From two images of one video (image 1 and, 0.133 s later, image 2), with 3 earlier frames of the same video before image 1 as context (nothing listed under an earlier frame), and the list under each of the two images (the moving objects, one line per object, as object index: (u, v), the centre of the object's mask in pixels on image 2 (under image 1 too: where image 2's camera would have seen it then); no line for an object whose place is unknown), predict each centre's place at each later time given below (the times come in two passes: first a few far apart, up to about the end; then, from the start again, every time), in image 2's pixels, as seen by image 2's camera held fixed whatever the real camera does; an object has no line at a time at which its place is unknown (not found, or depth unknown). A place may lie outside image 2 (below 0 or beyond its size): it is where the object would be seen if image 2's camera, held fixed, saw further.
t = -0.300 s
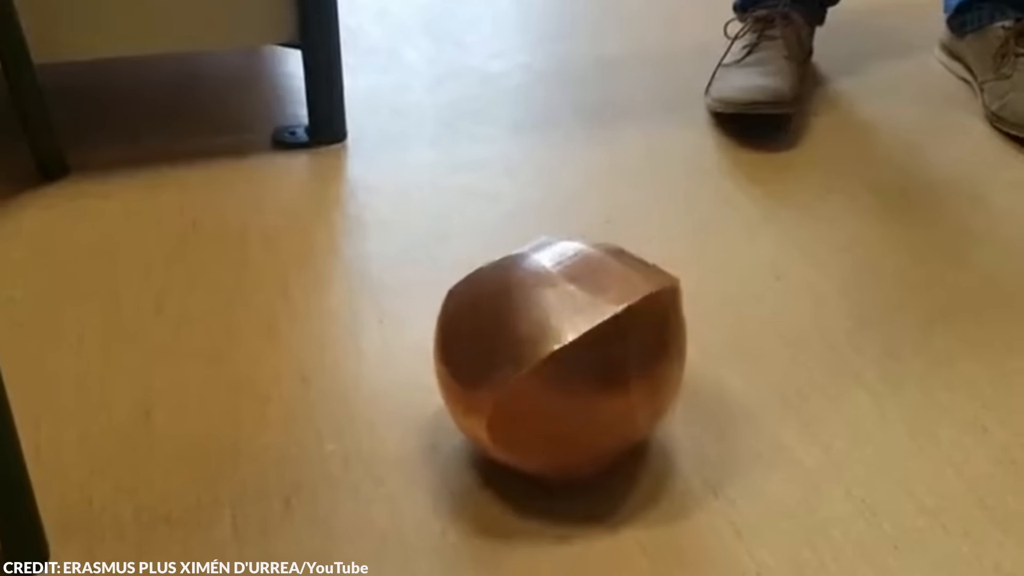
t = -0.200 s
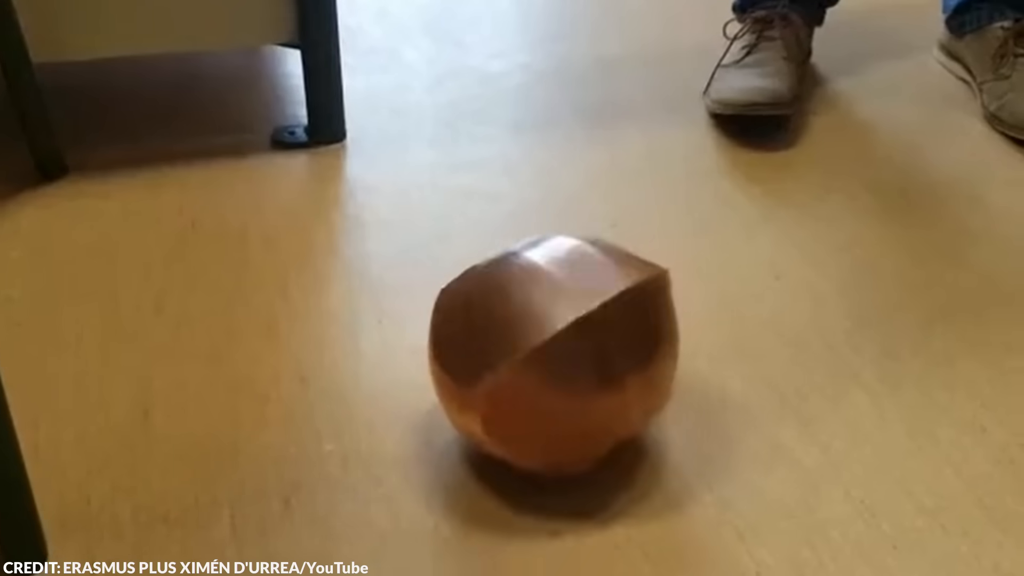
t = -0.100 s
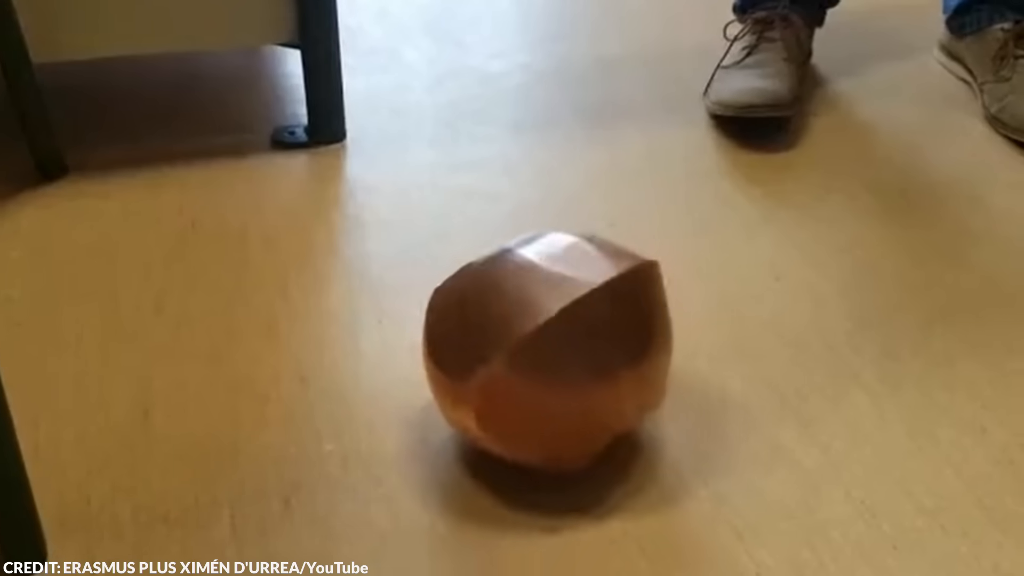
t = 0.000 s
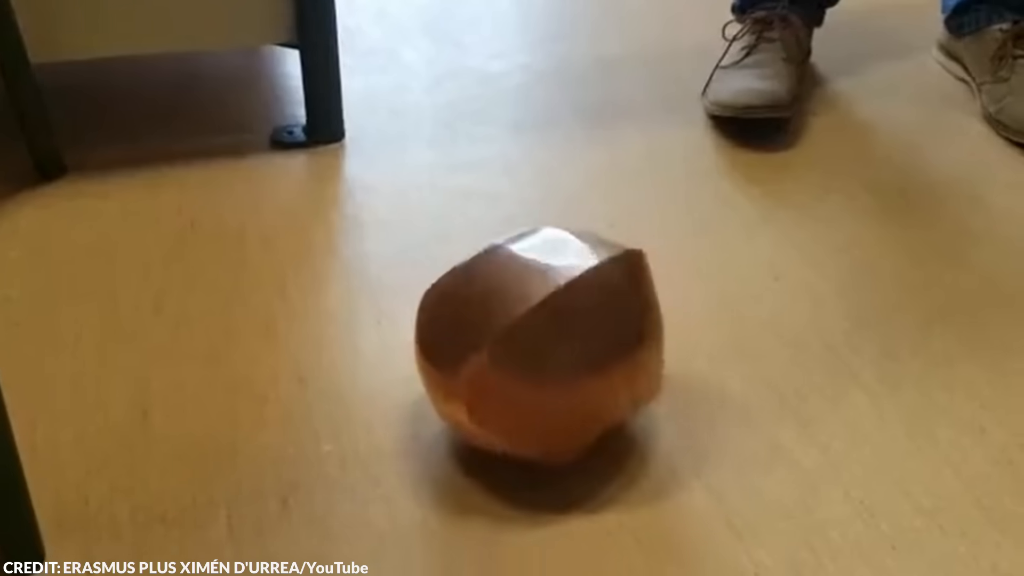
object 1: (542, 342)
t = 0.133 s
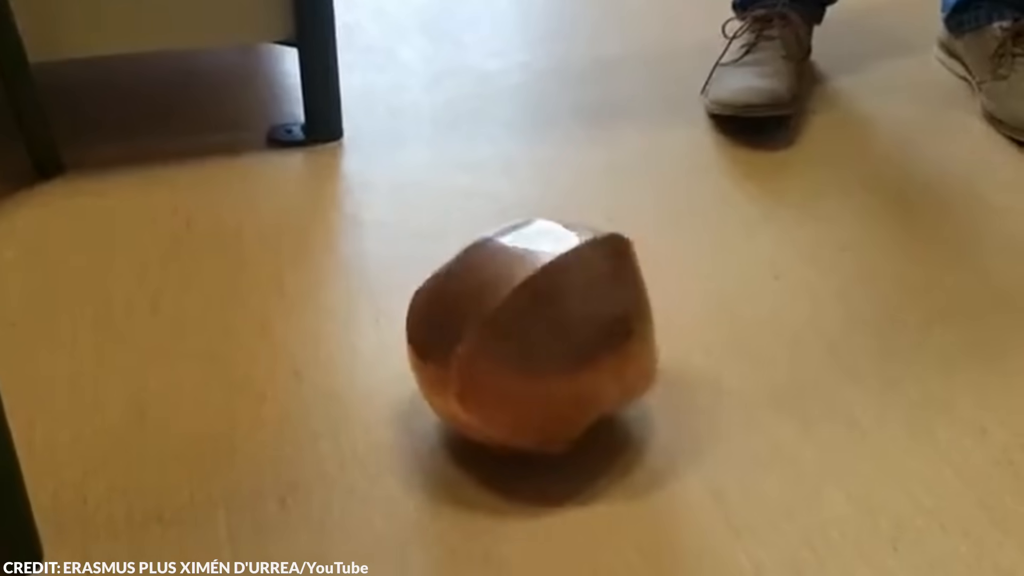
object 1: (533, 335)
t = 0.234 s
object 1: (528, 331)
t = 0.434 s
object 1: (515, 320)
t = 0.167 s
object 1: (532, 334)
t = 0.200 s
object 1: (530, 333)
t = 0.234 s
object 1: (528, 331)
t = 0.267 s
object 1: (526, 329)
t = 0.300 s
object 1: (523, 327)
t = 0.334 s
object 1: (521, 326)
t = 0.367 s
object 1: (519, 324)
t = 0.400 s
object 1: (517, 322)
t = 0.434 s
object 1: (515, 320)
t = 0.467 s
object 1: (513, 318)
